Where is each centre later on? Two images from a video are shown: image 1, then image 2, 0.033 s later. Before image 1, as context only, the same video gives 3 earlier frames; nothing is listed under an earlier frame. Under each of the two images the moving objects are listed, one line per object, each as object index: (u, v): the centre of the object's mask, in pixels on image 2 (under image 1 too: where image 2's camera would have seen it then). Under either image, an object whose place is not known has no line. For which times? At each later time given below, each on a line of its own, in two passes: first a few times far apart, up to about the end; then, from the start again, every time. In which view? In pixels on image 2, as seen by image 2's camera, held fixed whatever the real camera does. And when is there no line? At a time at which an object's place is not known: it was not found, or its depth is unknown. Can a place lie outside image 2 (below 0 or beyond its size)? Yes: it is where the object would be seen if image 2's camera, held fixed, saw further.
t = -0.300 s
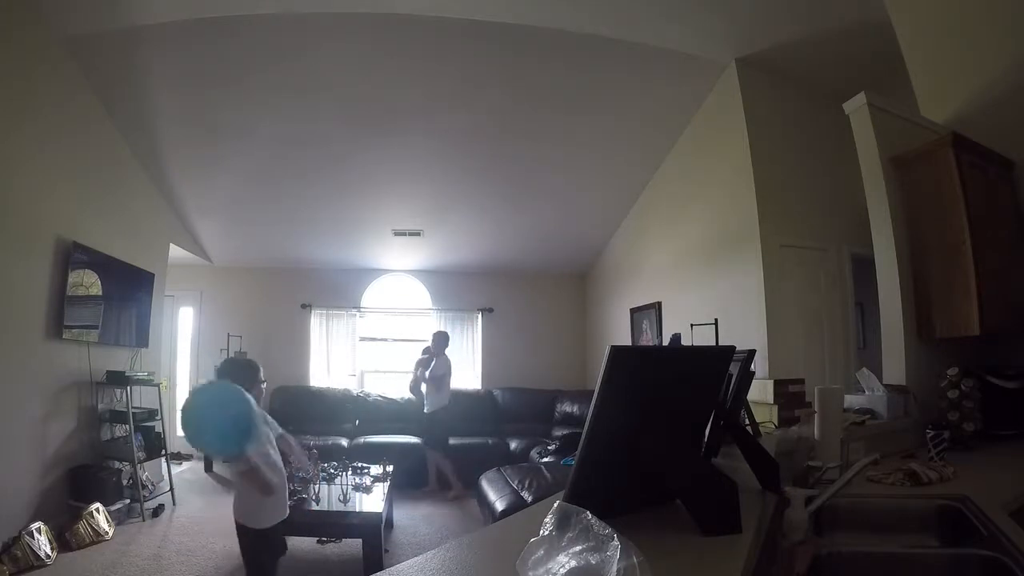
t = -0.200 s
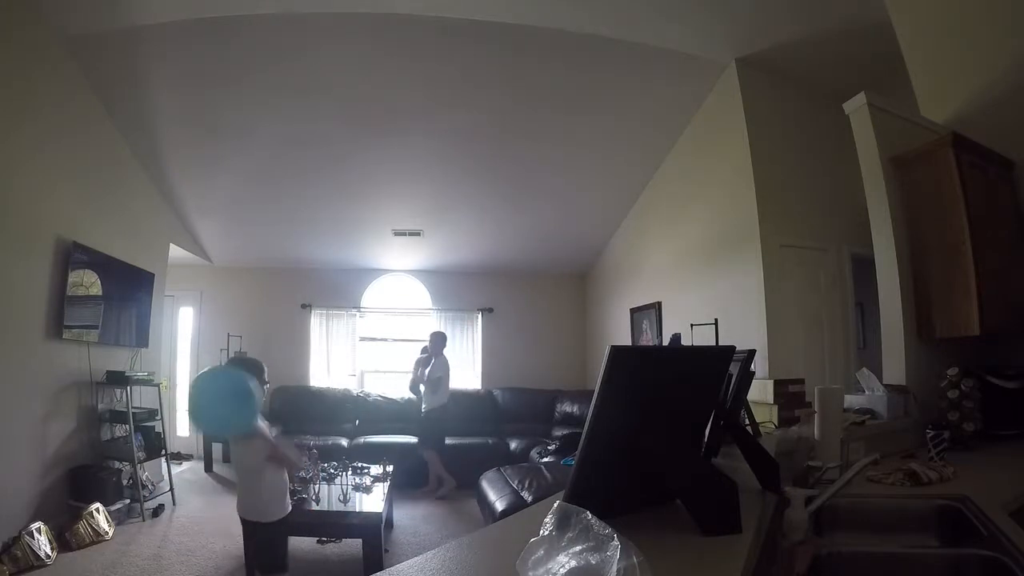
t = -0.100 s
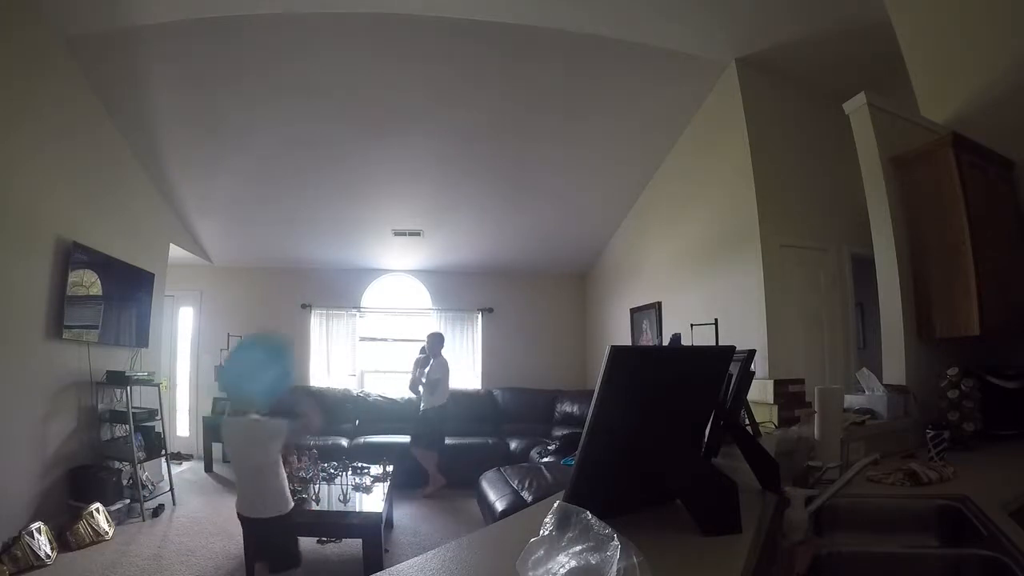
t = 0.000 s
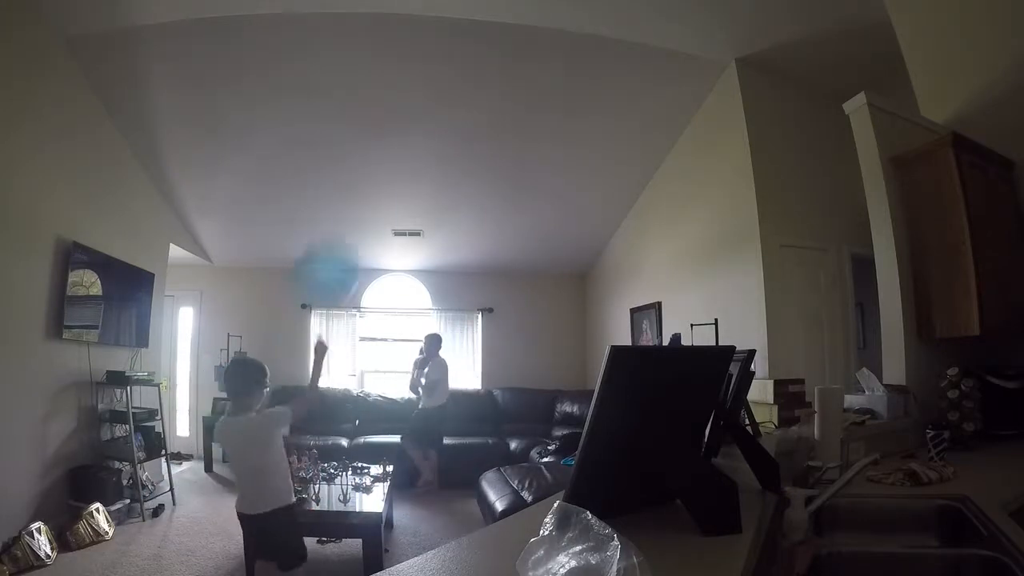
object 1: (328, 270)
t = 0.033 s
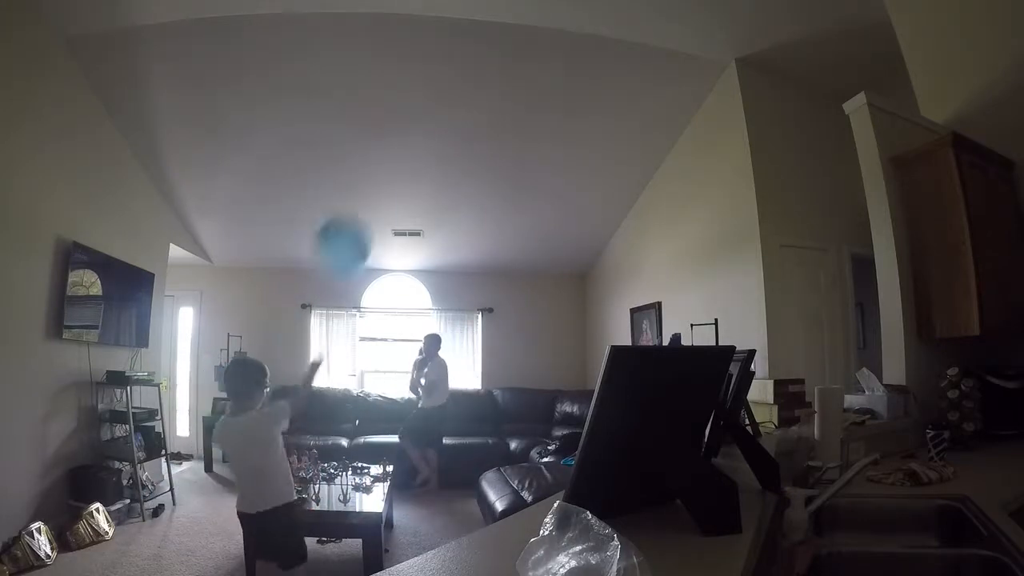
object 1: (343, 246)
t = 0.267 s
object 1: (410, 190)
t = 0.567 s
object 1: (440, 212)
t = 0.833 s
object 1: (457, 262)
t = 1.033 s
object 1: (460, 305)
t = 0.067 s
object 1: (357, 223)
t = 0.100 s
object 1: (371, 209)
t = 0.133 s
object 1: (382, 199)
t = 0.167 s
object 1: (391, 194)
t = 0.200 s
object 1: (399, 190)
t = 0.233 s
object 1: (405, 190)
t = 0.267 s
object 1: (410, 190)
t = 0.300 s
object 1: (415, 192)
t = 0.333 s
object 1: (420, 194)
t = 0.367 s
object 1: (423, 196)
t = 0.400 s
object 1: (426, 198)
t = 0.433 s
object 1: (429, 201)
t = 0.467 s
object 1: (431, 203)
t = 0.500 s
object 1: (434, 206)
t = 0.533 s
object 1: (437, 209)
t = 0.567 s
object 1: (440, 212)
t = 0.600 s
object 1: (443, 217)
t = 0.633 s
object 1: (446, 222)
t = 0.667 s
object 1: (449, 227)
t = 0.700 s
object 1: (451, 234)
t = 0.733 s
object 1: (453, 240)
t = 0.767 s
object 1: (455, 247)
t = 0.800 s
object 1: (456, 253)
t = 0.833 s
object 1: (457, 262)
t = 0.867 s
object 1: (458, 269)
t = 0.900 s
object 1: (459, 277)
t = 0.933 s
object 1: (459, 285)
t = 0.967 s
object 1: (459, 291)
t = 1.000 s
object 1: (459, 297)
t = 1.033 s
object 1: (460, 305)
